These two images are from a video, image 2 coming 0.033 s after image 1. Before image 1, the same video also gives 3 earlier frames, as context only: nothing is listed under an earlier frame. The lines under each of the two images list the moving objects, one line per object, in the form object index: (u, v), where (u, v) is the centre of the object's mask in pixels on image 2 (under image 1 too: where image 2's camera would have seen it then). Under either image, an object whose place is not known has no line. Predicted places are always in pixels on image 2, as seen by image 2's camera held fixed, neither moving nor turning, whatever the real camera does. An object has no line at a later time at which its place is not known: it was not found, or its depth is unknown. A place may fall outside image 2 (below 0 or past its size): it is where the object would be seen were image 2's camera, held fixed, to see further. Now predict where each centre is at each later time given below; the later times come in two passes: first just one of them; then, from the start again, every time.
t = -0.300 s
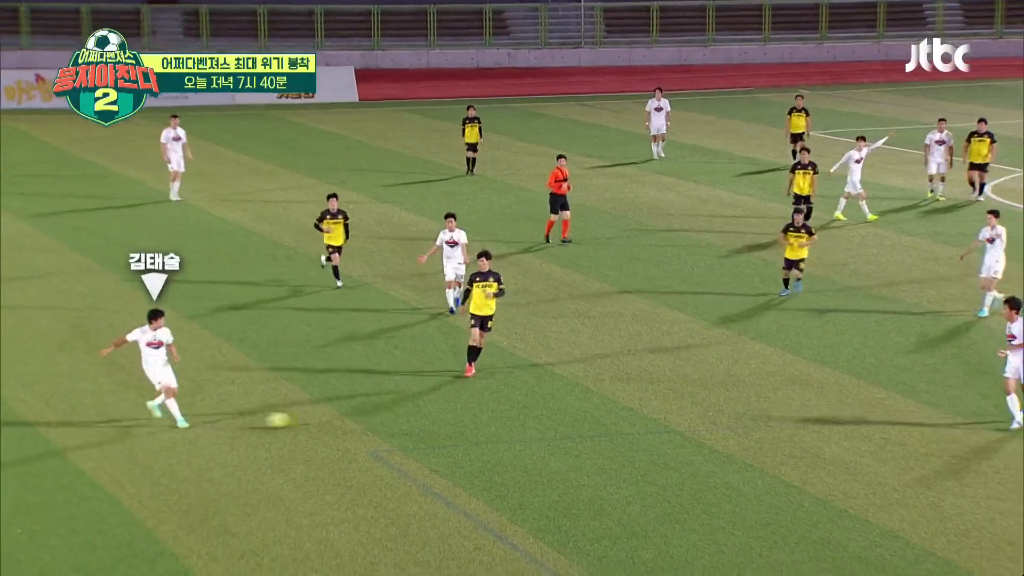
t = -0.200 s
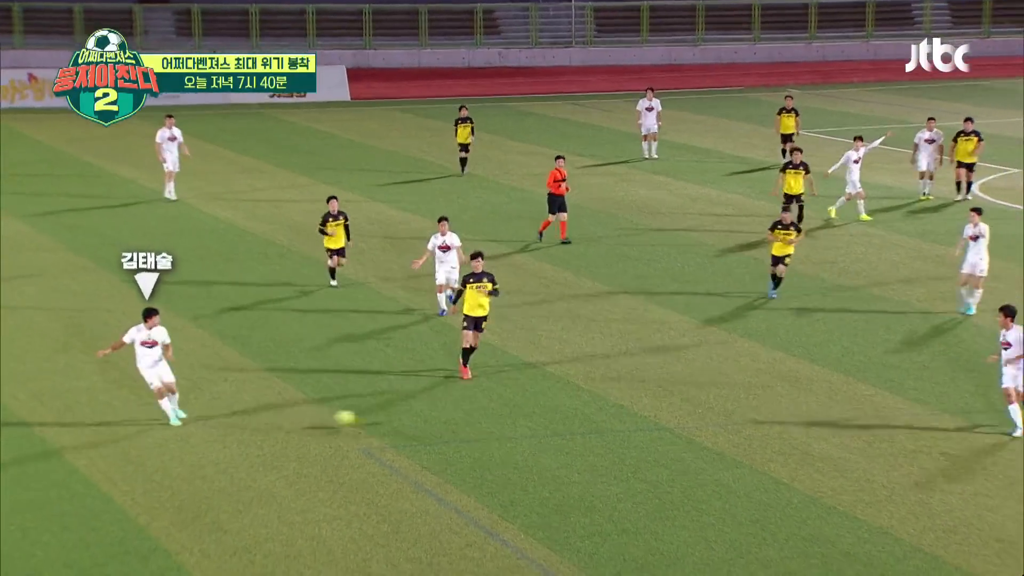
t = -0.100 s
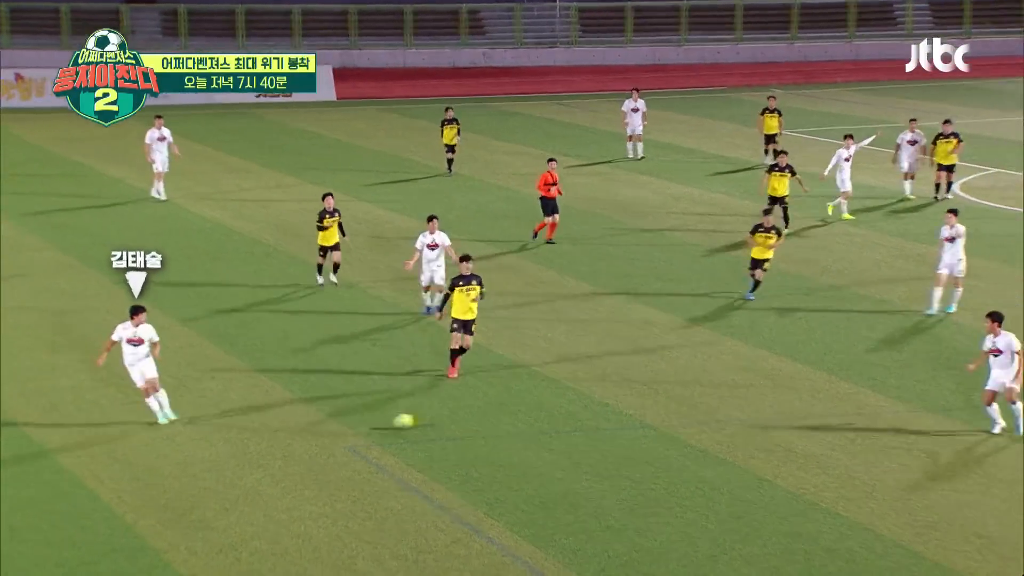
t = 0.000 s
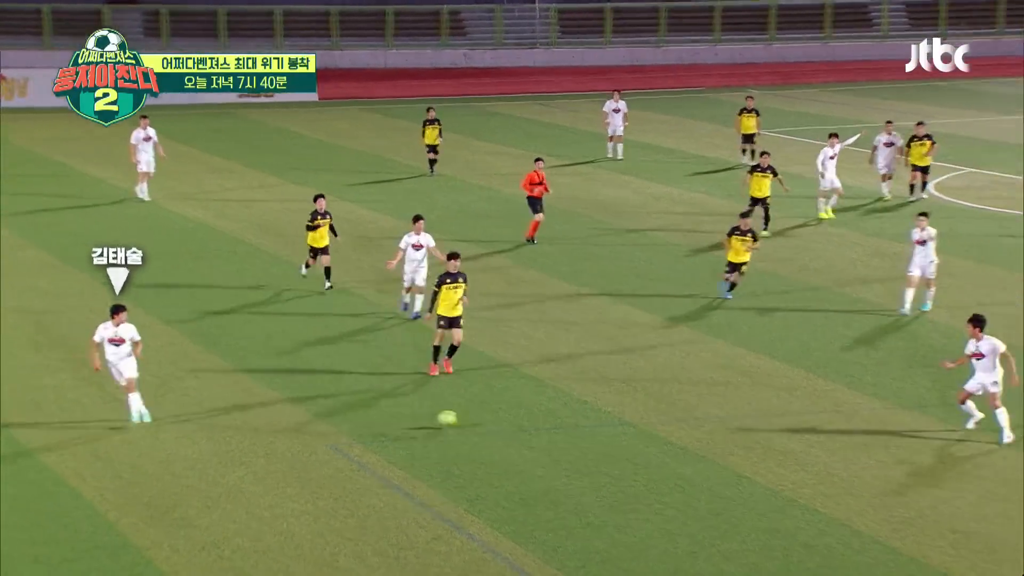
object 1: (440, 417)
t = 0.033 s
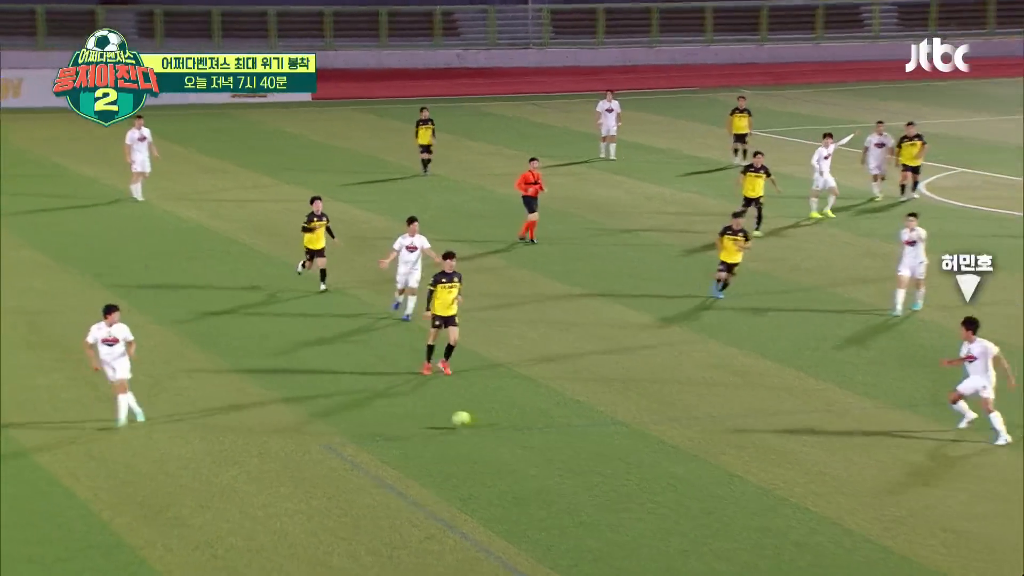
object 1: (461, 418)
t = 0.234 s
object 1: (572, 424)
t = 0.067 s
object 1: (482, 421)
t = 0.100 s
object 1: (501, 423)
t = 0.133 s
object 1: (518, 422)
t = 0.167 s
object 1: (536, 422)
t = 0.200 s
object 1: (554, 423)
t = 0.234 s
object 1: (572, 424)
